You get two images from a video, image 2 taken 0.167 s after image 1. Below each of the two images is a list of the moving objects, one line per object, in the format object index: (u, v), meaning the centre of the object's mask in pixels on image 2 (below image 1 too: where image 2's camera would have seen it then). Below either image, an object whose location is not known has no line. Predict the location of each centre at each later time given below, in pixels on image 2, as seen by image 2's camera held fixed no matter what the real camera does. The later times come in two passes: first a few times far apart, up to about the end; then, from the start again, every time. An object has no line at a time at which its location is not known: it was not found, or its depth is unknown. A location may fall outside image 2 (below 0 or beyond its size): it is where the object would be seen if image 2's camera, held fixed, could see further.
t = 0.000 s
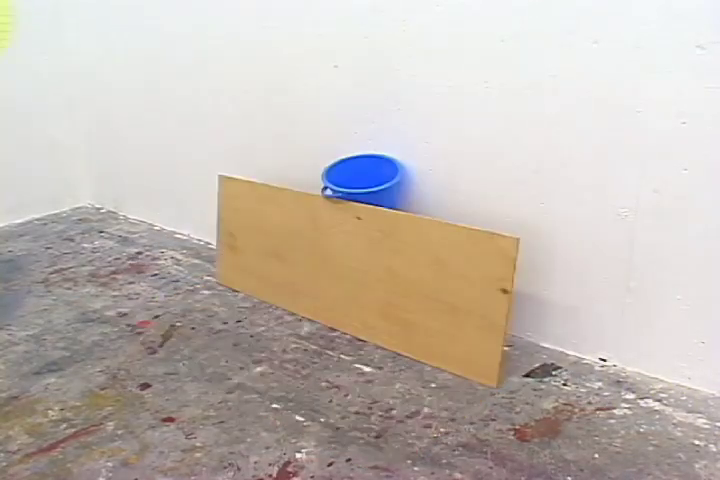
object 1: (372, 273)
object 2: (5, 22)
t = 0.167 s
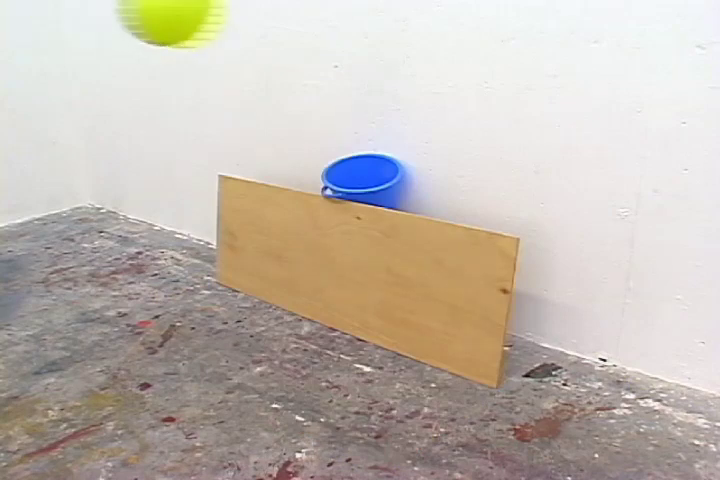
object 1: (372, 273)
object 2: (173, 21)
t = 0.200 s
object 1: (373, 273)
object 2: (207, 25)
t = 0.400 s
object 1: (372, 273)
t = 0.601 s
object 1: (370, 274)
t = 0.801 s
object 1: (367, 274)
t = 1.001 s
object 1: (365, 275)
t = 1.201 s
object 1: (364, 275)
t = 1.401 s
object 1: (363, 276)
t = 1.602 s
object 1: (361, 277)
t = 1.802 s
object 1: (355, 280)
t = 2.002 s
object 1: (341, 292)
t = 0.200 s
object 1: (373, 273)
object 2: (207, 25)
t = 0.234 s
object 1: (373, 273)
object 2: (238, 31)
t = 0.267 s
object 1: (373, 273)
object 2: (266, 43)
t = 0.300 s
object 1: (372, 273)
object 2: (292, 60)
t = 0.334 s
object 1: (373, 273)
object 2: (316, 78)
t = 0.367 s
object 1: (372, 273)
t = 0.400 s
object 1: (372, 273)
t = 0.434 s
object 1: (372, 273)
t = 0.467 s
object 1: (372, 273)
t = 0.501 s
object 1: (372, 273)
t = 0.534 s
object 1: (371, 273)
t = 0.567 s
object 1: (371, 273)
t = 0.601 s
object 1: (370, 274)
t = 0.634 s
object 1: (370, 274)
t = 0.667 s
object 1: (369, 274)
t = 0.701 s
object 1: (369, 274)
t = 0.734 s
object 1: (368, 274)
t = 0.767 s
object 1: (368, 274)
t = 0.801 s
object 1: (367, 274)
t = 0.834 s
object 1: (367, 274)
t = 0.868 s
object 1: (367, 275)
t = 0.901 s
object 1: (366, 275)
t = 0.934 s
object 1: (366, 275)
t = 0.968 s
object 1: (366, 275)
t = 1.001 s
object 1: (365, 275)
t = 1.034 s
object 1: (365, 275)
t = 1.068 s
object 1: (365, 275)
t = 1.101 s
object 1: (365, 275)
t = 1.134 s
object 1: (365, 275)
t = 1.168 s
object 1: (364, 275)
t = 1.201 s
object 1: (364, 275)
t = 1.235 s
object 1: (364, 275)
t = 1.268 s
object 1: (364, 275)
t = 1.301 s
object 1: (364, 275)
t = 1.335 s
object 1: (364, 276)
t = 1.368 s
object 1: (363, 276)
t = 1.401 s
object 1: (363, 276)
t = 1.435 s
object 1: (363, 276)
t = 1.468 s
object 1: (363, 276)
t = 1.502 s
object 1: (362, 276)
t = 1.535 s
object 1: (362, 276)
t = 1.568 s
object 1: (361, 276)
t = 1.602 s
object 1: (361, 277)
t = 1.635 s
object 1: (360, 277)
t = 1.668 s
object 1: (359, 277)
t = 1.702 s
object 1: (358, 278)
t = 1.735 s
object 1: (357, 278)
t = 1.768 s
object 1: (356, 279)
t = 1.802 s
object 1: (355, 280)
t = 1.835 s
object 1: (353, 281)
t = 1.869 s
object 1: (351, 282)
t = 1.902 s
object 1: (349, 284)
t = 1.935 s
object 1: (347, 286)
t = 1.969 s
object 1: (344, 289)
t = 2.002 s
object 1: (341, 292)
